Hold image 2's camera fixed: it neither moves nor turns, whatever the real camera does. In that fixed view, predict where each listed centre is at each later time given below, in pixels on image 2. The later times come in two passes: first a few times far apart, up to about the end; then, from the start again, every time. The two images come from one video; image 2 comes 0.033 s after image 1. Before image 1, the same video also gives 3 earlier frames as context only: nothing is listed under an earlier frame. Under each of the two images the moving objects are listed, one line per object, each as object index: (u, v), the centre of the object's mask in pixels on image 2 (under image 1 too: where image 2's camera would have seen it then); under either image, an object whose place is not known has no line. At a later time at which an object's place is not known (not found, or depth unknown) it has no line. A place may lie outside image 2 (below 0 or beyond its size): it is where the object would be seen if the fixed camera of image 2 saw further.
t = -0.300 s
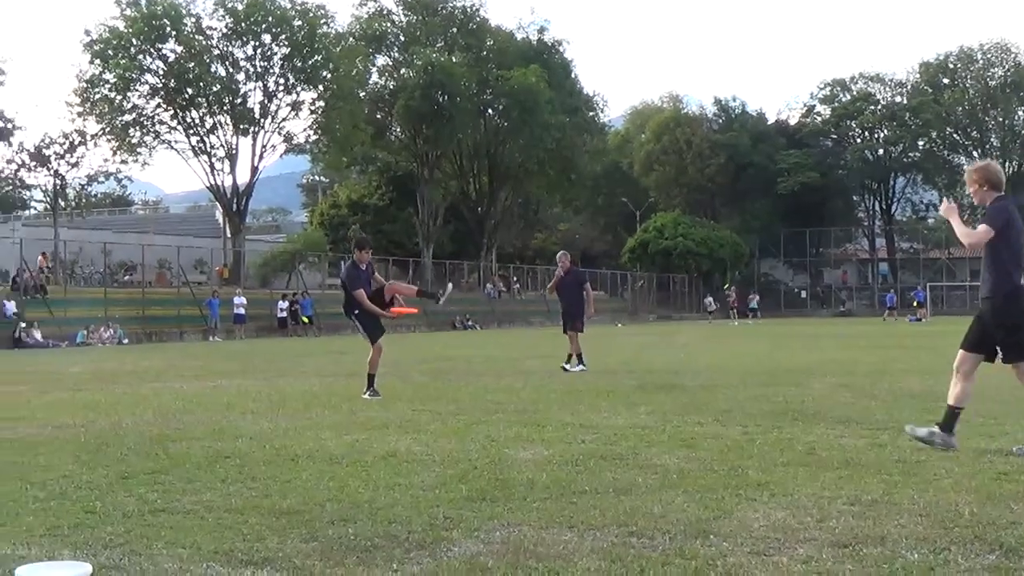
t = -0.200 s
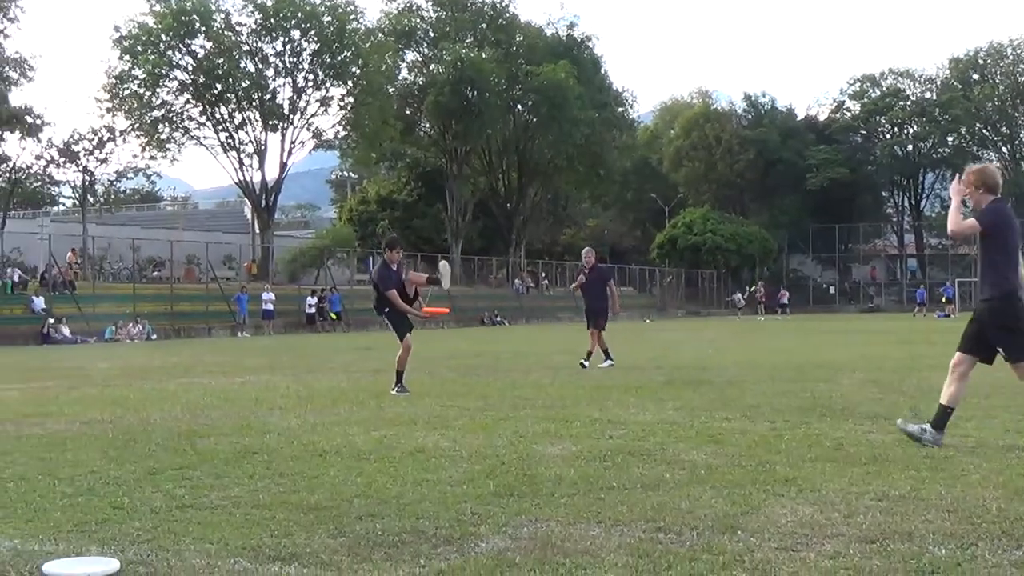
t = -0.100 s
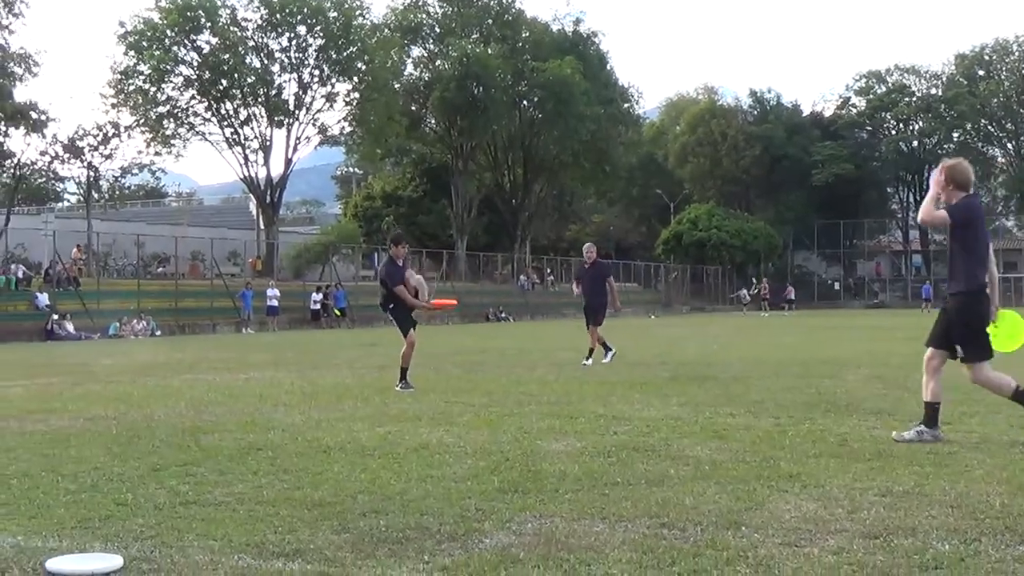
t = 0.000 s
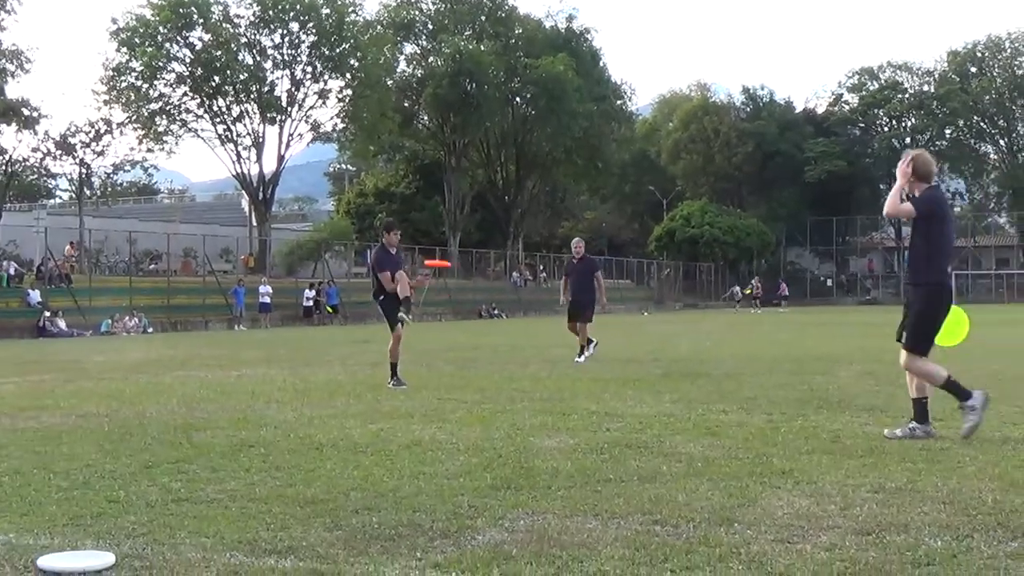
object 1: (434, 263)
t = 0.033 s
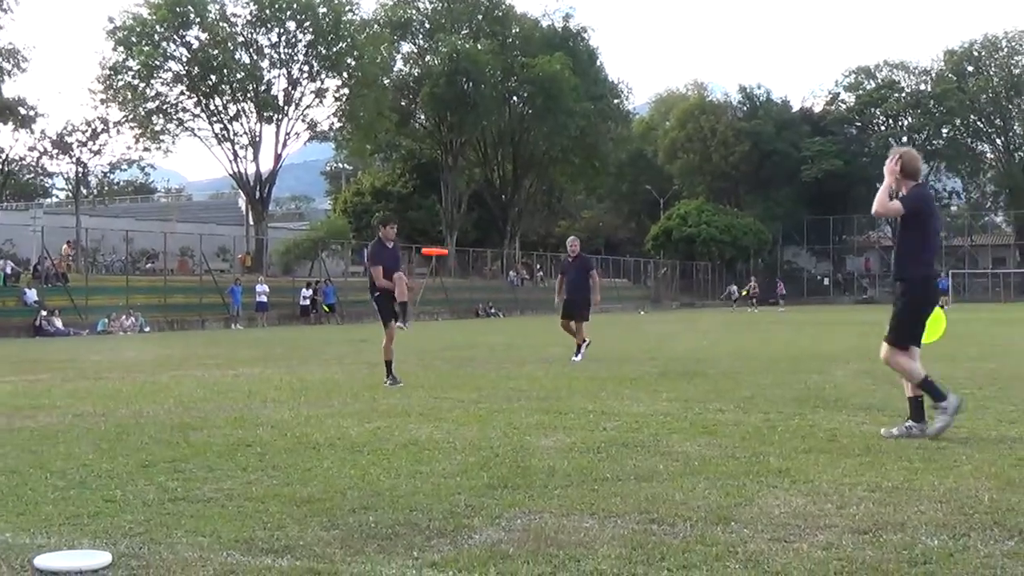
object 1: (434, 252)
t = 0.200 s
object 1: (435, 214)
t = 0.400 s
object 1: (436, 208)
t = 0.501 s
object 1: (437, 217)
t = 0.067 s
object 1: (435, 242)
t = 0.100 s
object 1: (435, 233)
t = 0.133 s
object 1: (435, 225)
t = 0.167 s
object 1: (435, 220)
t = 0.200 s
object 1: (435, 214)
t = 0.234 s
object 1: (436, 211)
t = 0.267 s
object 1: (436, 208)
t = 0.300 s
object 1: (436, 207)
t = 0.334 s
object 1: (436, 206)
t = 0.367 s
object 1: (436, 206)
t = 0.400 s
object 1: (436, 208)
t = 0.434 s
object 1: (436, 210)
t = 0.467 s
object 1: (437, 214)
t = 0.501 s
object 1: (437, 217)
